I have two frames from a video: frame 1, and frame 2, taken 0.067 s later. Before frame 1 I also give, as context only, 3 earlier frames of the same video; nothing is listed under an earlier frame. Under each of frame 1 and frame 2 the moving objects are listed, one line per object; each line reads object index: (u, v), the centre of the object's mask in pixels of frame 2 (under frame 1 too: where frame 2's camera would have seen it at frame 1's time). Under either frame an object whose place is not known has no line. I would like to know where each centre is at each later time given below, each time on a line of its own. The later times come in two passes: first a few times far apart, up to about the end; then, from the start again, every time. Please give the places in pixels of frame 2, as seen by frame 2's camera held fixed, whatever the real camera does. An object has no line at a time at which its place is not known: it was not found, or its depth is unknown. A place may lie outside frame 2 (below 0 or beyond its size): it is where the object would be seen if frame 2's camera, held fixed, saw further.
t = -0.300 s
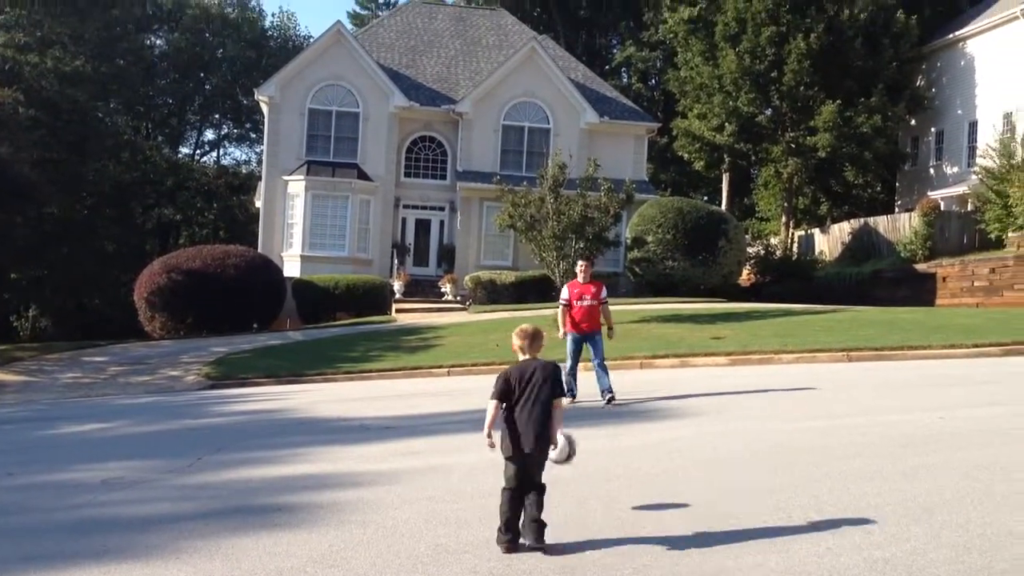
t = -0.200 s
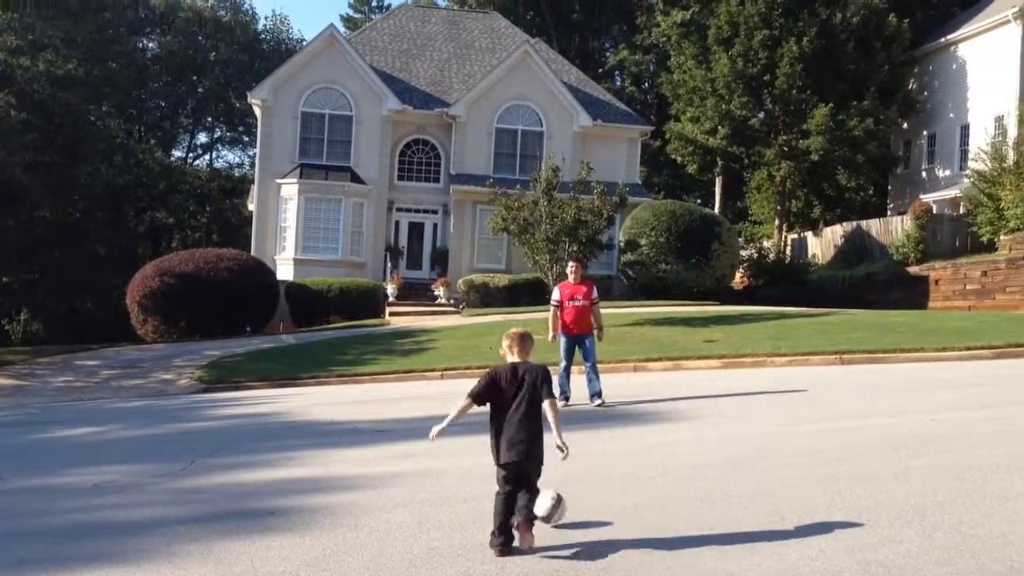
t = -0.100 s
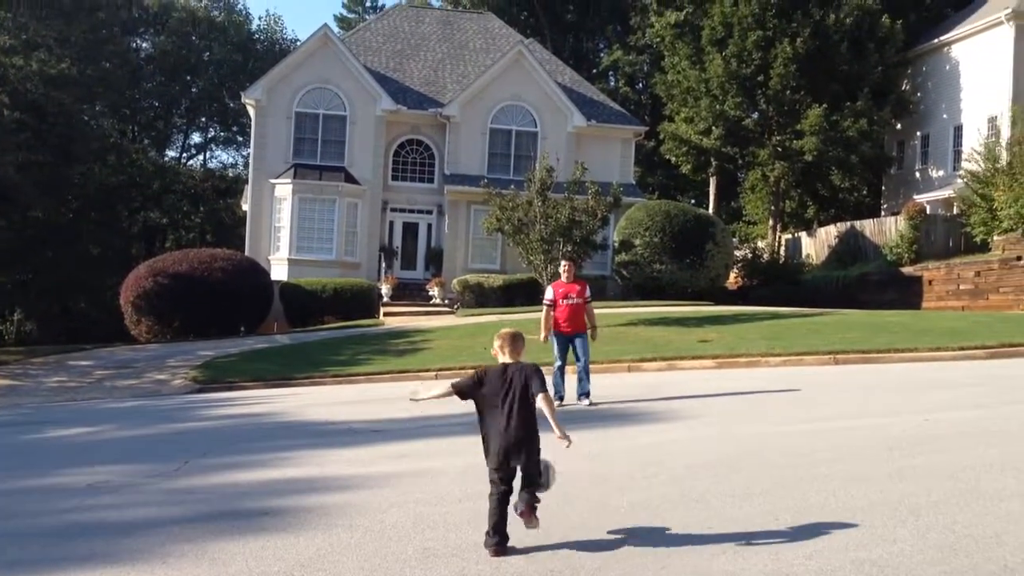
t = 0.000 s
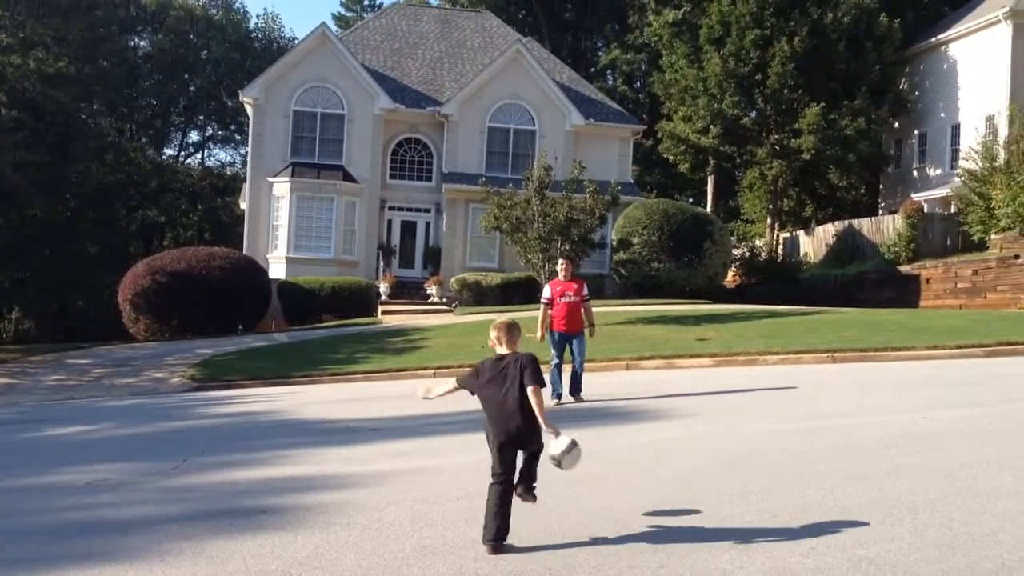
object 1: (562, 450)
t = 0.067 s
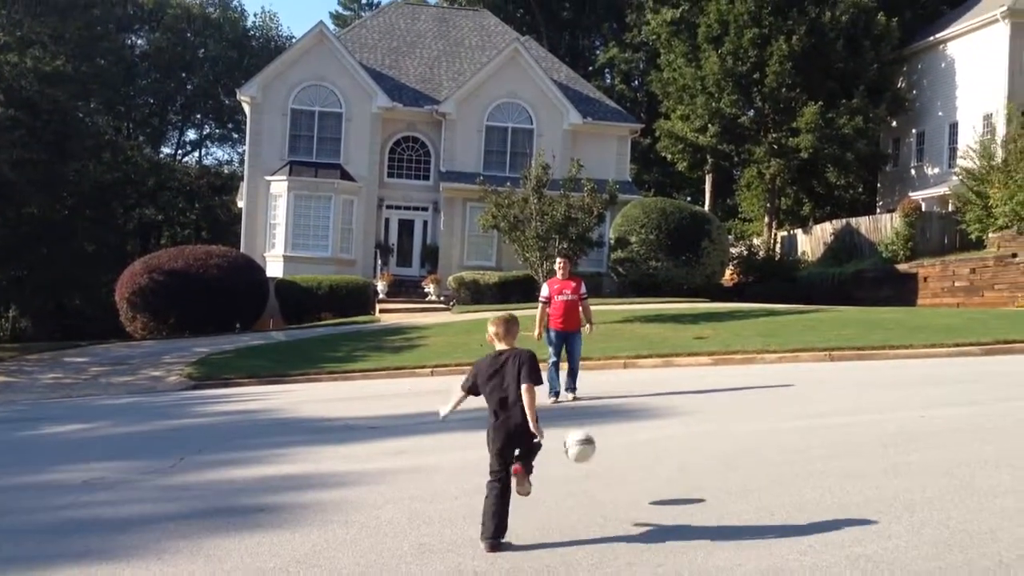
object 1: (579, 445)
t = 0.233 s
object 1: (615, 464)
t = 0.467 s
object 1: (646, 433)
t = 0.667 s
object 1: (664, 445)
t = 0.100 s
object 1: (587, 447)
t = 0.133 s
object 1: (595, 449)
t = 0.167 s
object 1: (602, 453)
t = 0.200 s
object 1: (608, 456)
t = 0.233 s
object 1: (615, 464)
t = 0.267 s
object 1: (622, 470)
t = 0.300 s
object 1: (626, 460)
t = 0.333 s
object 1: (631, 452)
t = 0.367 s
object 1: (634, 445)
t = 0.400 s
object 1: (637, 438)
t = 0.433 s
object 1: (643, 436)
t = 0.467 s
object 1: (646, 433)
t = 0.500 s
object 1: (648, 431)
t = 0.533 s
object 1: (652, 430)
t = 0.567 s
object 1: (654, 433)
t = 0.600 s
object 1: (658, 436)
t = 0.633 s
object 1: (661, 440)
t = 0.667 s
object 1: (664, 445)
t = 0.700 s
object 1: (666, 444)
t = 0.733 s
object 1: (669, 438)
